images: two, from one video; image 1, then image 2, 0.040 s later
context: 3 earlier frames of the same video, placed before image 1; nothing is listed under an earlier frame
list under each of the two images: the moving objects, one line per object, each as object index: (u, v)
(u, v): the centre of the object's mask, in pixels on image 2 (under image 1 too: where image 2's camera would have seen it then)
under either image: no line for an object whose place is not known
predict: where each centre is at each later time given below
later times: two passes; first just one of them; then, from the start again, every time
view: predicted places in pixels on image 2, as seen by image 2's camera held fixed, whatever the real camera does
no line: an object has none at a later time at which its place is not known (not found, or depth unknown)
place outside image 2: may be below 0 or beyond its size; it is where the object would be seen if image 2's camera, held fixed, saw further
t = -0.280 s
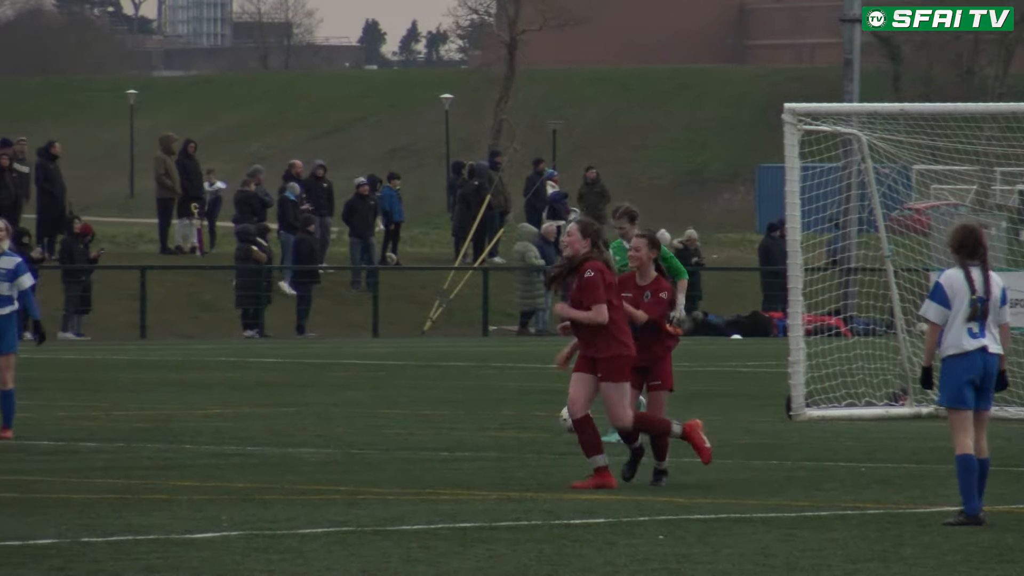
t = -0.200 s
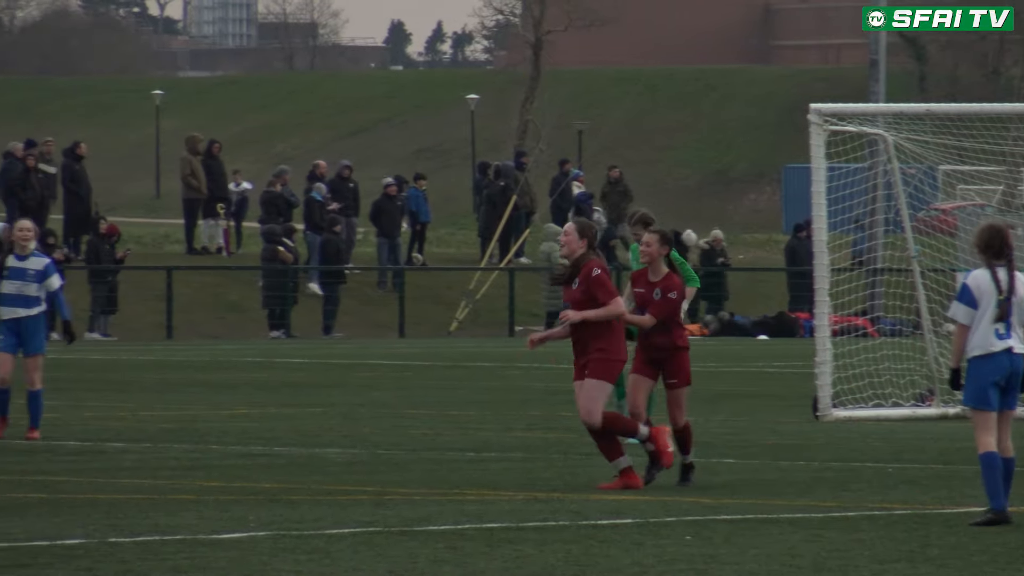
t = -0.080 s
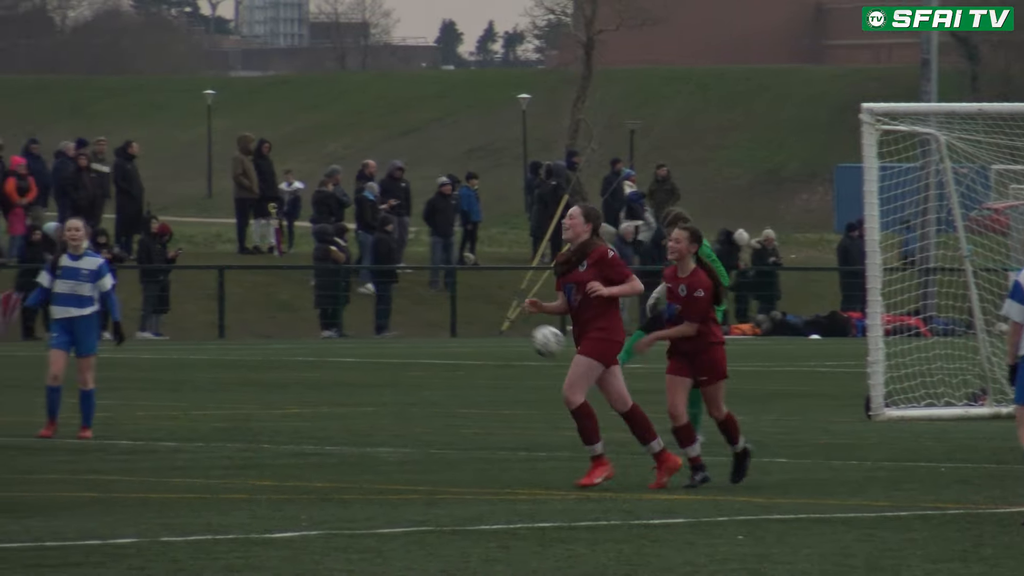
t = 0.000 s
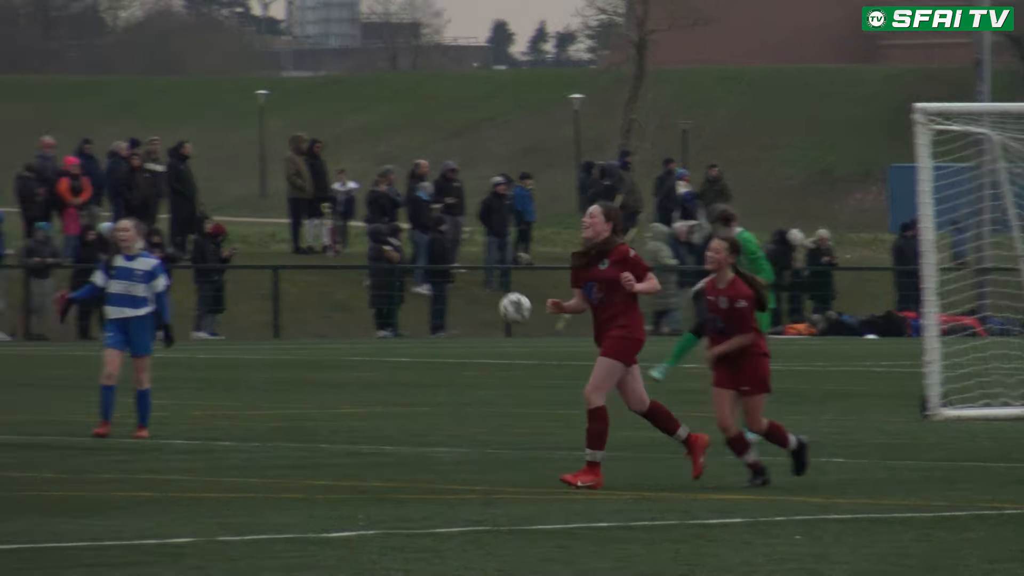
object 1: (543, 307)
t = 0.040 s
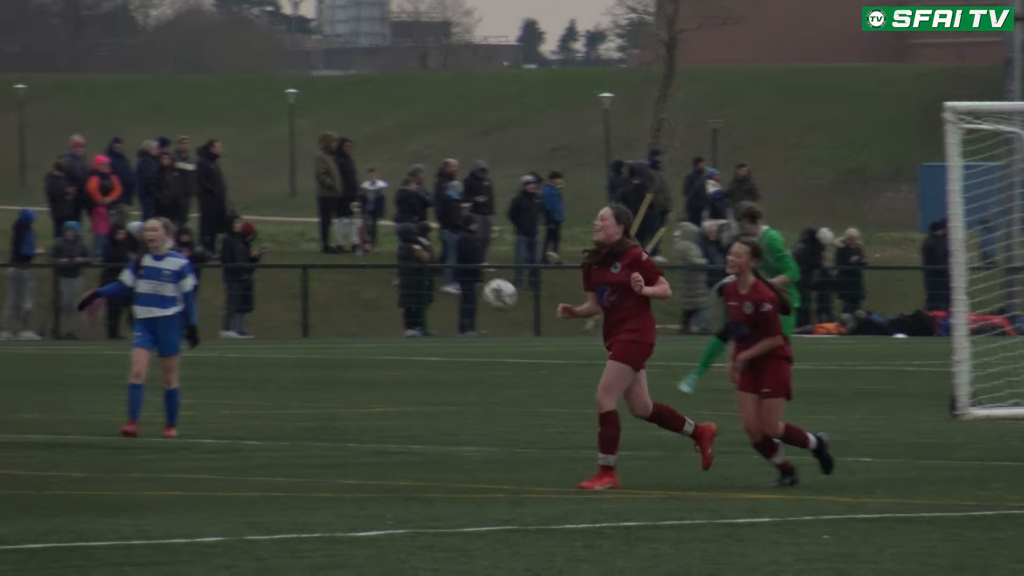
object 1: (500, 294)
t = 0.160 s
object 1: (369, 267)
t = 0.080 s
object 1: (458, 283)
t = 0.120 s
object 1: (414, 275)
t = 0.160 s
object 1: (369, 267)
